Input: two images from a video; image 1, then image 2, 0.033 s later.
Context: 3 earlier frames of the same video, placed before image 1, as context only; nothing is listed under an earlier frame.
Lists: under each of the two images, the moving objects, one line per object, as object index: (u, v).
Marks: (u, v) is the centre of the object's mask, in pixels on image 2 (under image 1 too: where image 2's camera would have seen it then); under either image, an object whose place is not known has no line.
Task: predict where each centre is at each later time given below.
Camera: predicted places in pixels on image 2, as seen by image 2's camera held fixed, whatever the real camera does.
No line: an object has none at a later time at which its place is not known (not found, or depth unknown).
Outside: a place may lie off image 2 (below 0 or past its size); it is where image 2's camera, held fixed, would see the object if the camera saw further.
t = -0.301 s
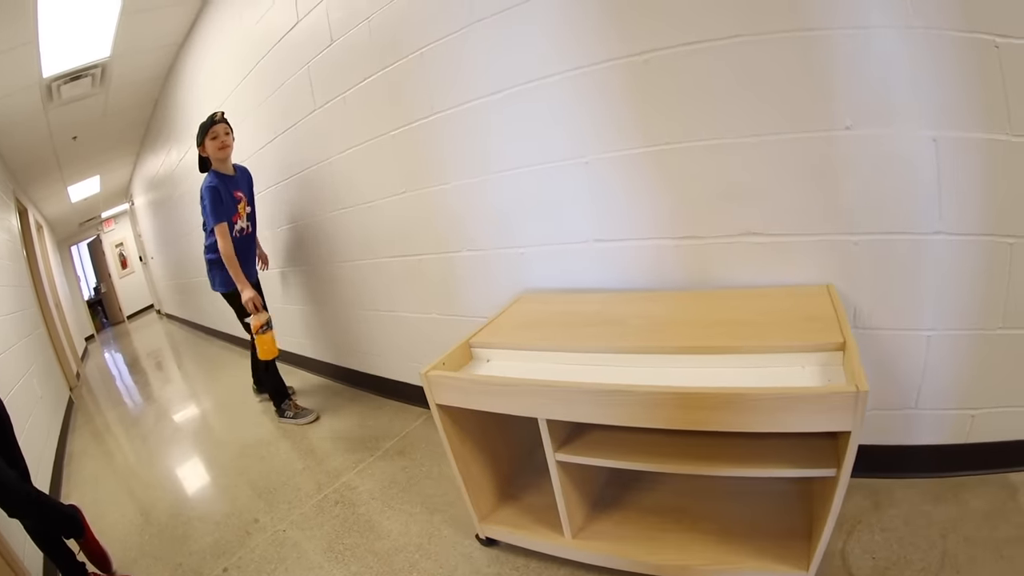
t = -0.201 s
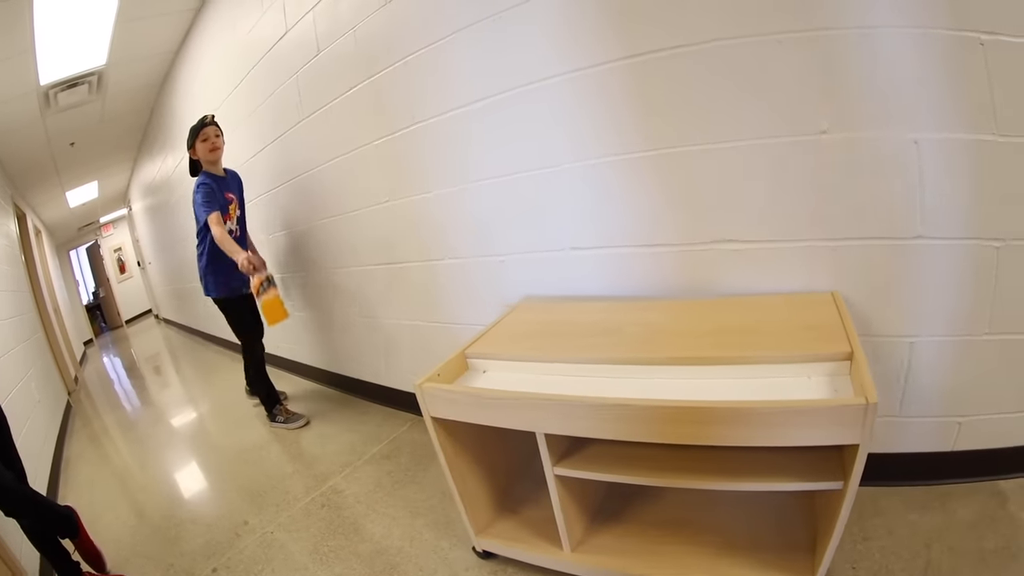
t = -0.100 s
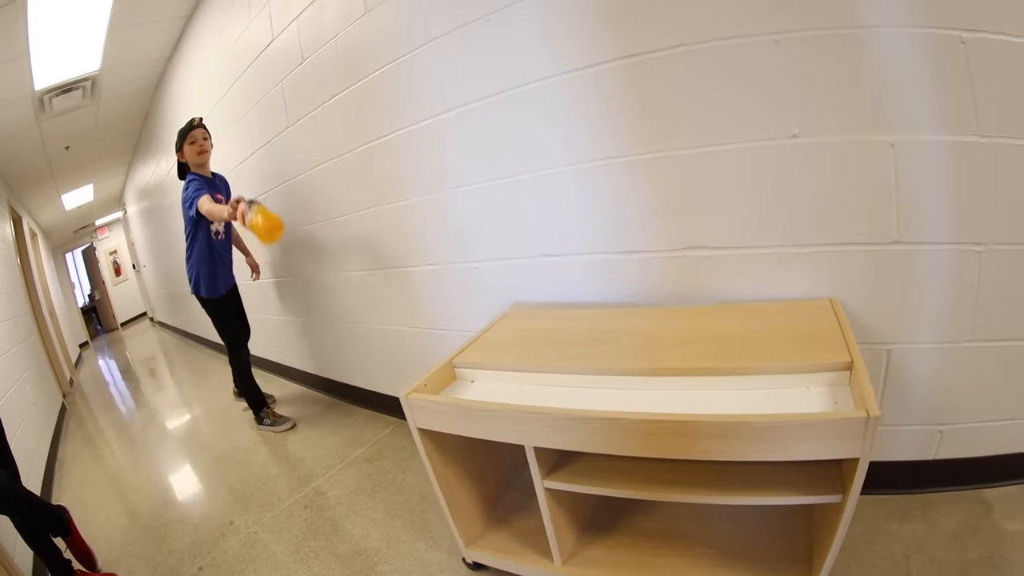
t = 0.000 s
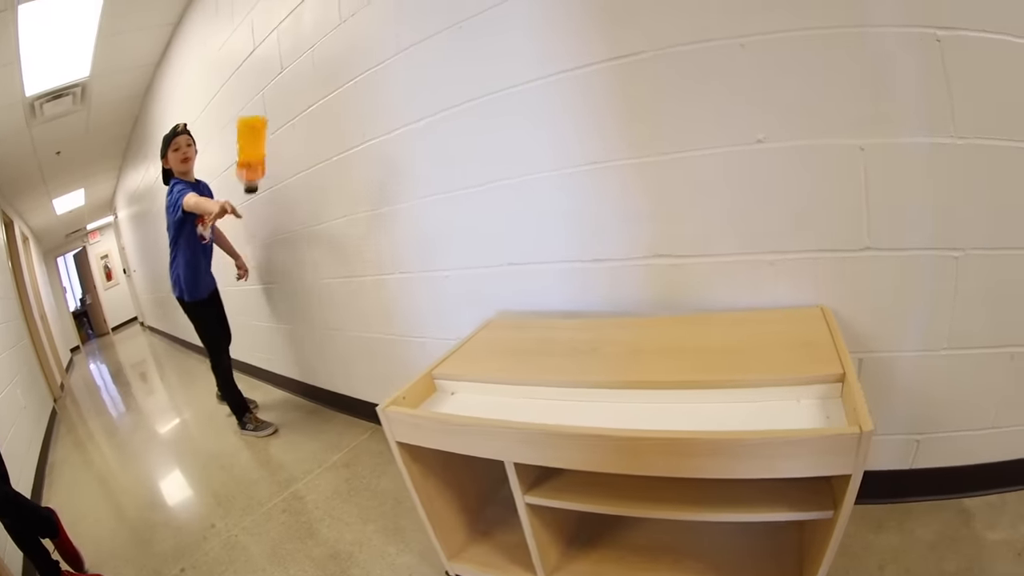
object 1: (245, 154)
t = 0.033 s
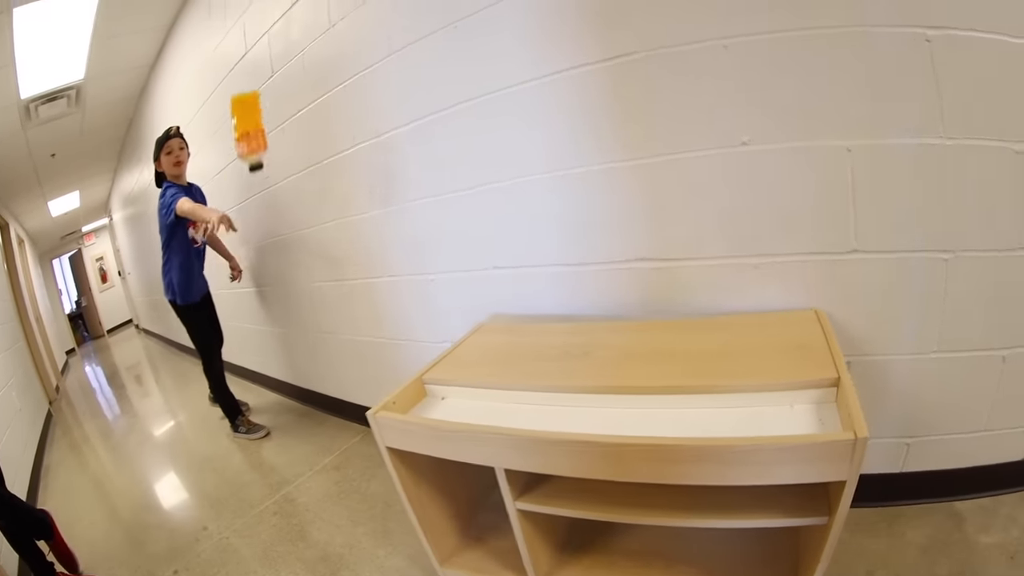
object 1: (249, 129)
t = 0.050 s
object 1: (251, 116)
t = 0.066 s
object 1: (254, 102)
